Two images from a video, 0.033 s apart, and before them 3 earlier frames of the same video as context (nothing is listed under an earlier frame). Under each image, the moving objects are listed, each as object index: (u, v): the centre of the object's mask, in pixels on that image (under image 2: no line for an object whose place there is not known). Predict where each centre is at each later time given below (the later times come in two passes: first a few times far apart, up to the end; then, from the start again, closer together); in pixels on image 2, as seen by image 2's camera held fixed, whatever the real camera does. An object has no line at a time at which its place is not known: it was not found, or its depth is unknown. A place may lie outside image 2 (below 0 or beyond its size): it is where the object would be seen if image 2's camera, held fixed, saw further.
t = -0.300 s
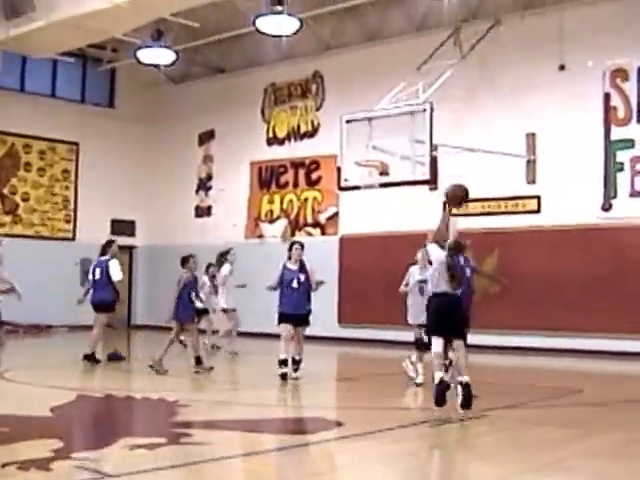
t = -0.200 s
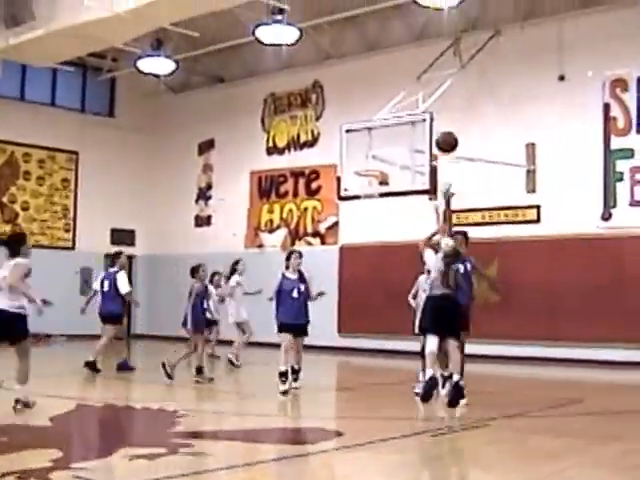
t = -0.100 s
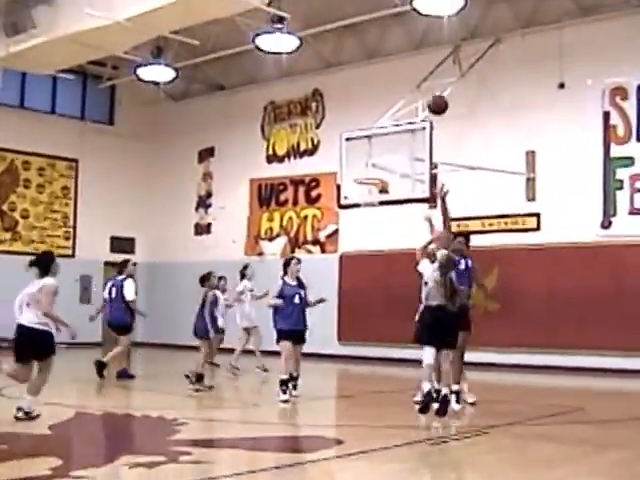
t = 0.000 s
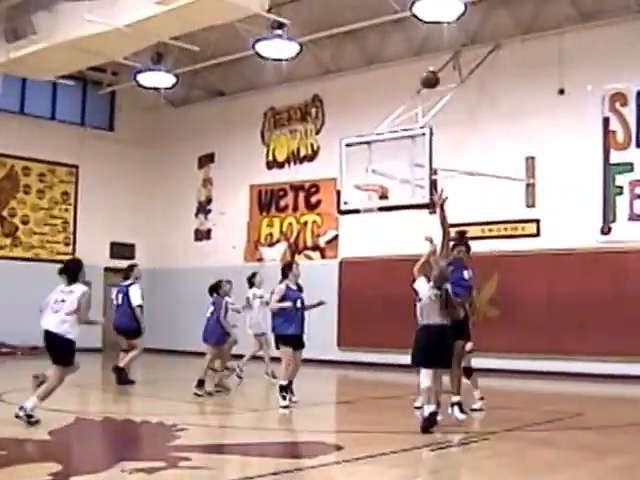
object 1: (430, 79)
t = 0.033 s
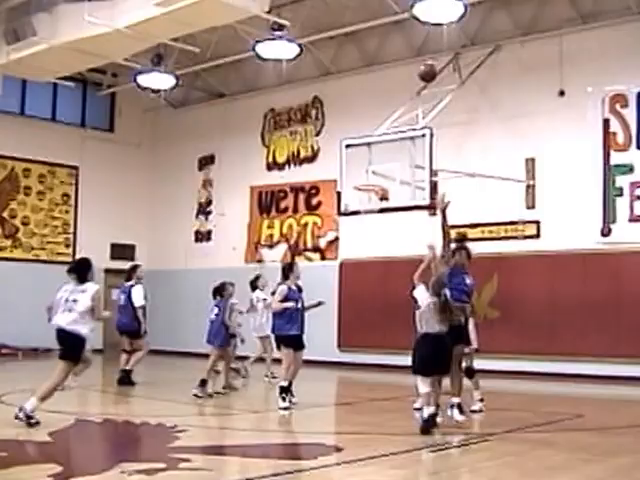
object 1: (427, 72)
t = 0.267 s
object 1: (416, 47)
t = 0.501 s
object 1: (404, 56)
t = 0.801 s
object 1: (393, 108)
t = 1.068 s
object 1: (381, 179)
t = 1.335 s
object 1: (353, 152)
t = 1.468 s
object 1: (334, 146)
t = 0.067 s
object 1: (428, 71)
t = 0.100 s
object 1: (427, 67)
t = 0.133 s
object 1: (423, 60)
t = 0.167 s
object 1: (421, 55)
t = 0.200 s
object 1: (420, 51)
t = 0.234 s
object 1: (418, 48)
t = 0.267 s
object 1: (416, 47)
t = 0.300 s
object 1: (414, 45)
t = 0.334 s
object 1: (413, 45)
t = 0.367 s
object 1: (411, 47)
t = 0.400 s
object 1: (409, 47)
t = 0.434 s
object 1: (408, 50)
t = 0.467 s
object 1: (406, 53)
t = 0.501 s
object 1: (404, 56)
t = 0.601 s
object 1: (401, 66)
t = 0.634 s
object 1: (400, 72)
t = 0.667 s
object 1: (398, 78)
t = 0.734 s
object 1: (396, 92)
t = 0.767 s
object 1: (394, 100)
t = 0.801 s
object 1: (393, 108)
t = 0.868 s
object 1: (391, 126)
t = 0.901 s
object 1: (391, 135)
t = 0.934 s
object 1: (389, 146)
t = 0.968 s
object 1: (388, 156)
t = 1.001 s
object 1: (388, 167)
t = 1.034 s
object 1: (386, 178)
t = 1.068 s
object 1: (381, 179)
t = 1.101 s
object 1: (376, 173)
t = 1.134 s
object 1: (376, 173)
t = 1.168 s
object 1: (372, 167)
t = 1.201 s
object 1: (367, 162)
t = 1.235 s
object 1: (363, 158)
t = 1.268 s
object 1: (358, 154)
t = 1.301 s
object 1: (353, 152)
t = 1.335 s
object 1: (353, 152)
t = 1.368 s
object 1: (344, 147)
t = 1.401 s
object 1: (339, 146)
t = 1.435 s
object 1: (334, 146)
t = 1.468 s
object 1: (334, 146)
